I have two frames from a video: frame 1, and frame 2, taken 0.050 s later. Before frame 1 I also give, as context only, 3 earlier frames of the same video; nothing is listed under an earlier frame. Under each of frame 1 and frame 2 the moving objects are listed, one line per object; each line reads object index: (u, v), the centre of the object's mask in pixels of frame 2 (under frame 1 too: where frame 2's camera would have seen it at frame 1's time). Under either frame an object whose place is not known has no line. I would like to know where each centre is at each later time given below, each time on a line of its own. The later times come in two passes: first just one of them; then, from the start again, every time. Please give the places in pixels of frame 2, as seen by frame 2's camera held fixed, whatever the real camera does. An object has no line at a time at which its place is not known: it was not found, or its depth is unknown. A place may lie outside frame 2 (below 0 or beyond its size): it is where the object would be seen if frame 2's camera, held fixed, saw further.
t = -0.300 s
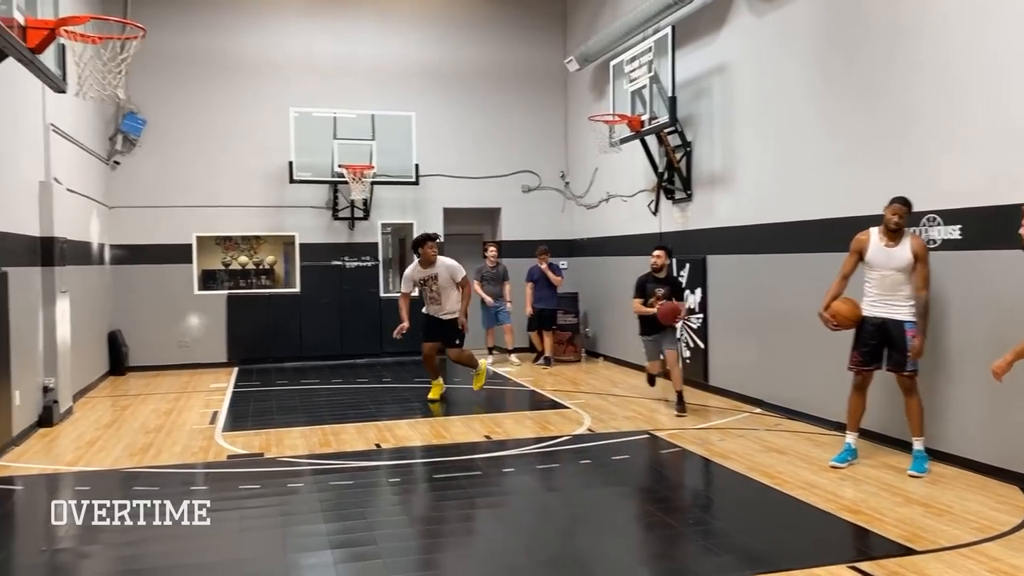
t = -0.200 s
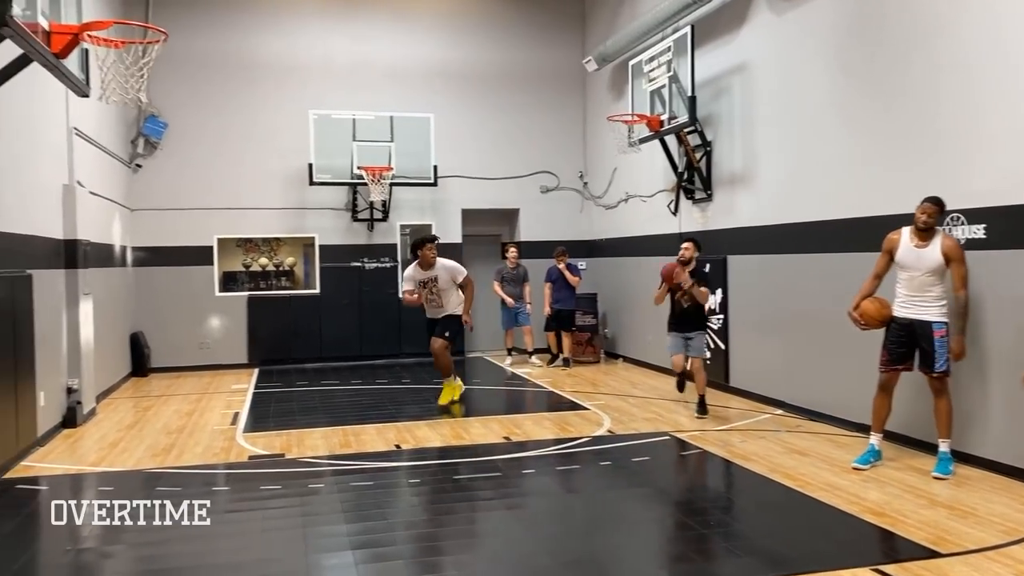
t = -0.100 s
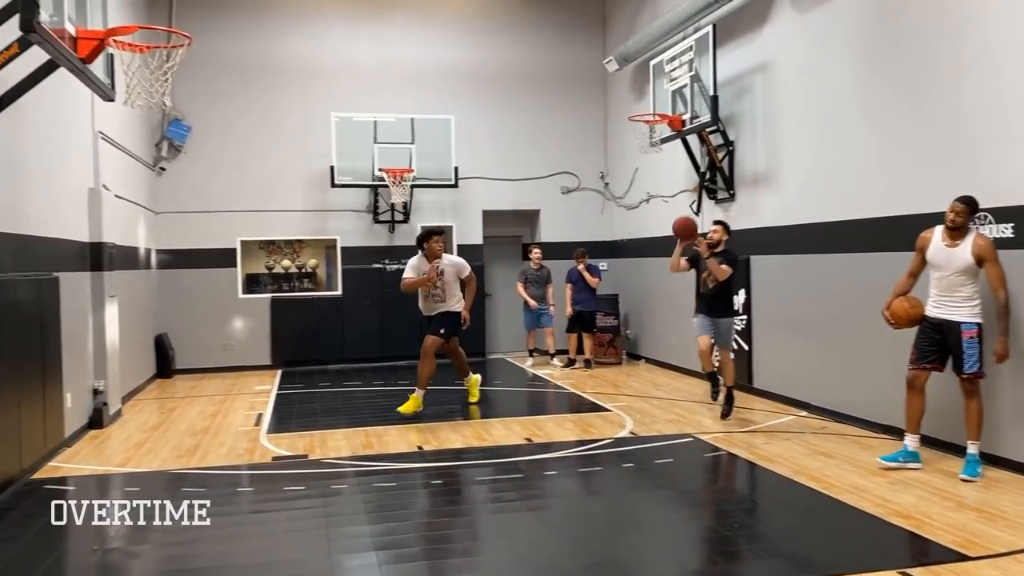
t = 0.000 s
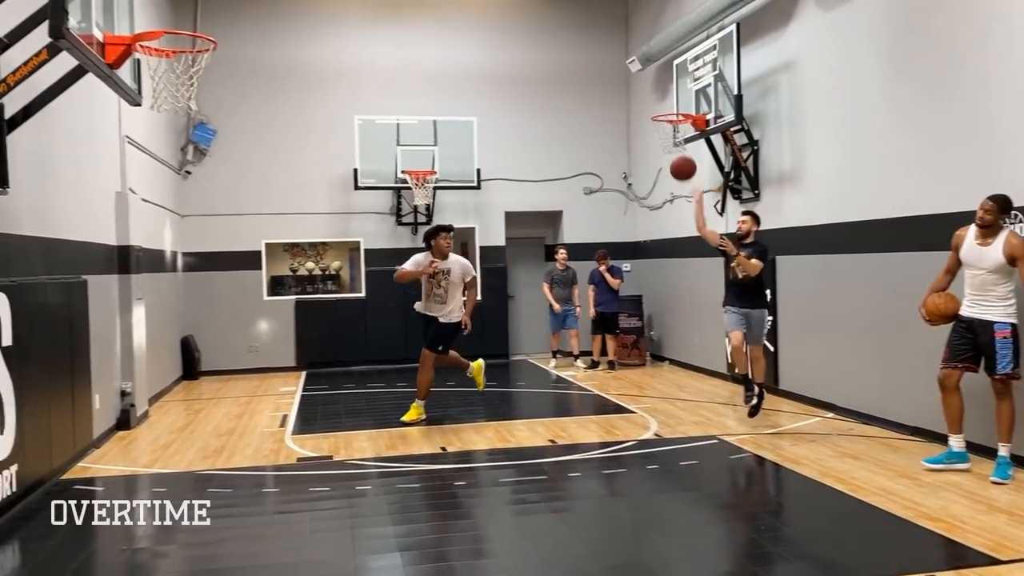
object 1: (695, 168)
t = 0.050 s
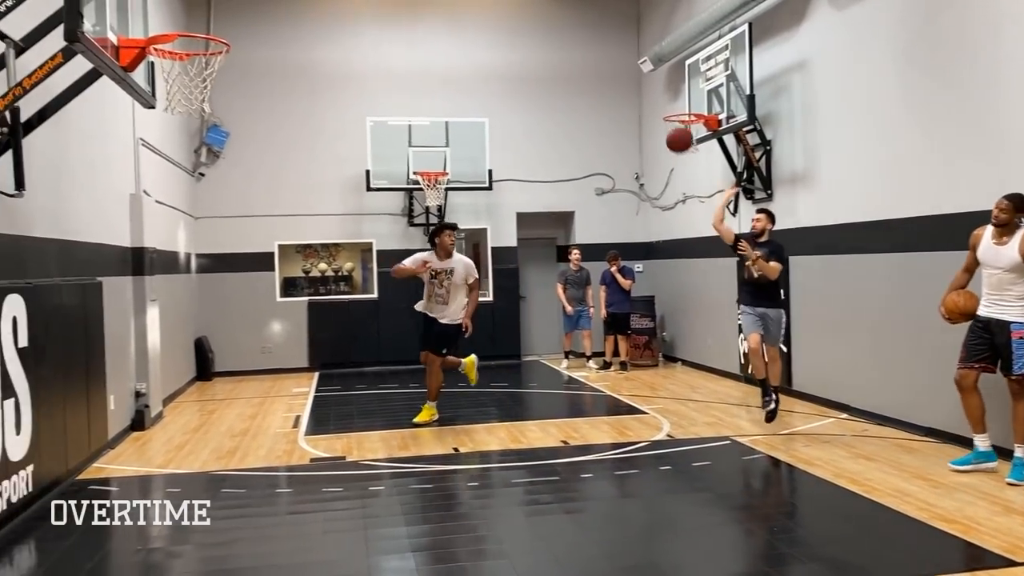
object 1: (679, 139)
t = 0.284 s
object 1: (603, 34)
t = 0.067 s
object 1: (674, 130)
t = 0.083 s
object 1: (669, 121)
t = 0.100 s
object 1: (663, 113)
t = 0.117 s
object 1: (658, 104)
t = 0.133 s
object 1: (653, 96)
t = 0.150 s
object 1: (648, 88)
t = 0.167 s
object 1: (642, 80)
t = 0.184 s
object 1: (637, 73)
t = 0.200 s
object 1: (631, 65)
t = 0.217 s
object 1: (626, 58)
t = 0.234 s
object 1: (620, 52)
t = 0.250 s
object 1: (614, 45)
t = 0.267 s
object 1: (609, 39)
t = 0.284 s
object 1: (603, 34)
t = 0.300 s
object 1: (597, 28)
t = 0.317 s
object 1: (591, 23)
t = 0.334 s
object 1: (585, 18)
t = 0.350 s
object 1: (579, 14)
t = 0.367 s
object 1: (573, 9)
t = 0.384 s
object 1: (567, 6)
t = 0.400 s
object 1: (561, 3)
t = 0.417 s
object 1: (555, 2)
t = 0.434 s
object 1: (549, 0)
